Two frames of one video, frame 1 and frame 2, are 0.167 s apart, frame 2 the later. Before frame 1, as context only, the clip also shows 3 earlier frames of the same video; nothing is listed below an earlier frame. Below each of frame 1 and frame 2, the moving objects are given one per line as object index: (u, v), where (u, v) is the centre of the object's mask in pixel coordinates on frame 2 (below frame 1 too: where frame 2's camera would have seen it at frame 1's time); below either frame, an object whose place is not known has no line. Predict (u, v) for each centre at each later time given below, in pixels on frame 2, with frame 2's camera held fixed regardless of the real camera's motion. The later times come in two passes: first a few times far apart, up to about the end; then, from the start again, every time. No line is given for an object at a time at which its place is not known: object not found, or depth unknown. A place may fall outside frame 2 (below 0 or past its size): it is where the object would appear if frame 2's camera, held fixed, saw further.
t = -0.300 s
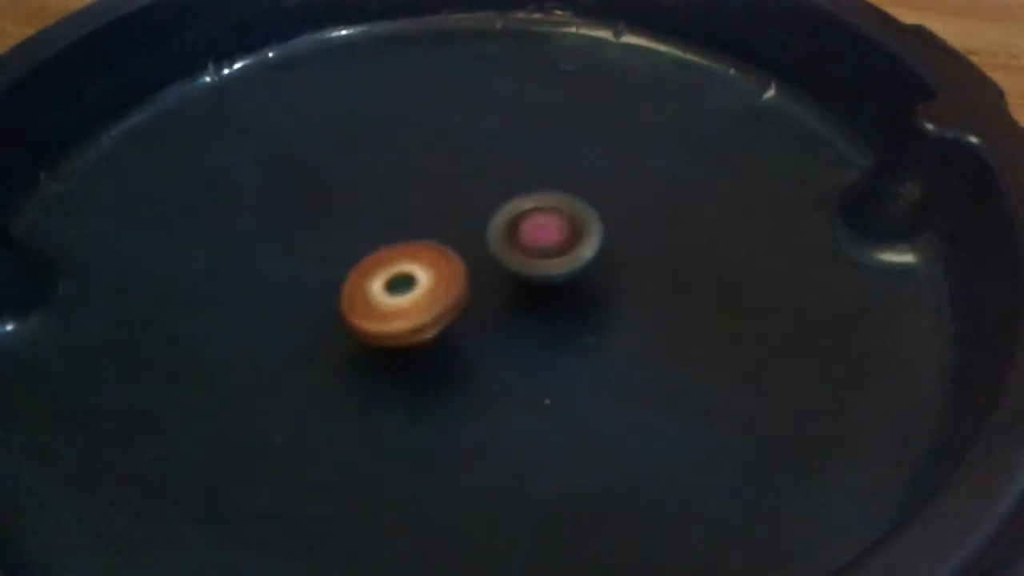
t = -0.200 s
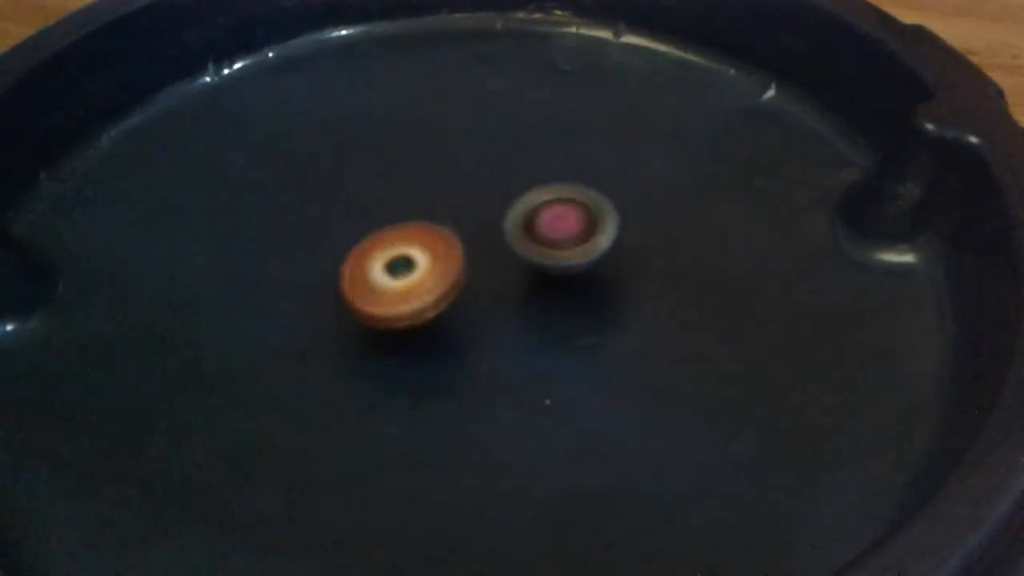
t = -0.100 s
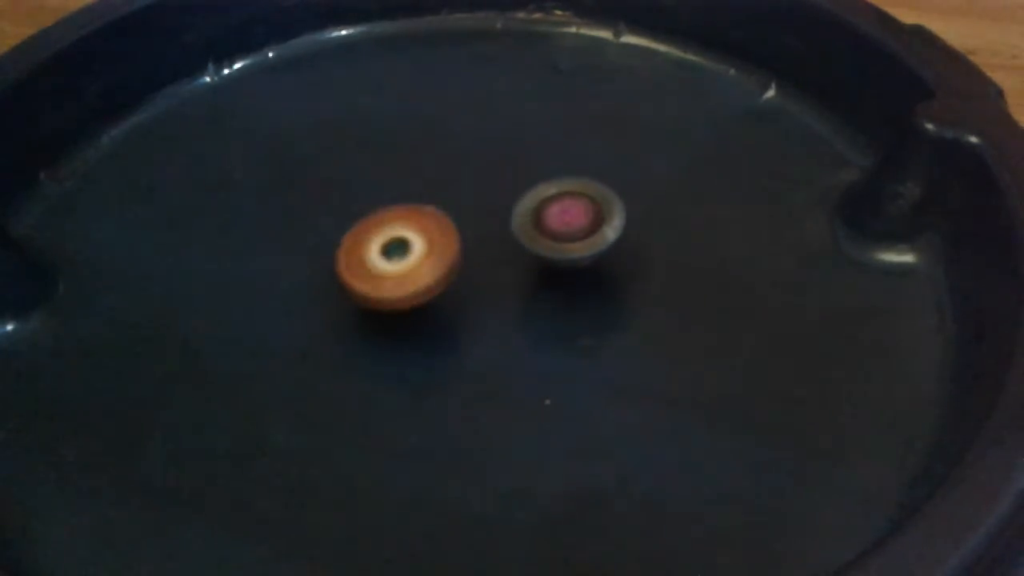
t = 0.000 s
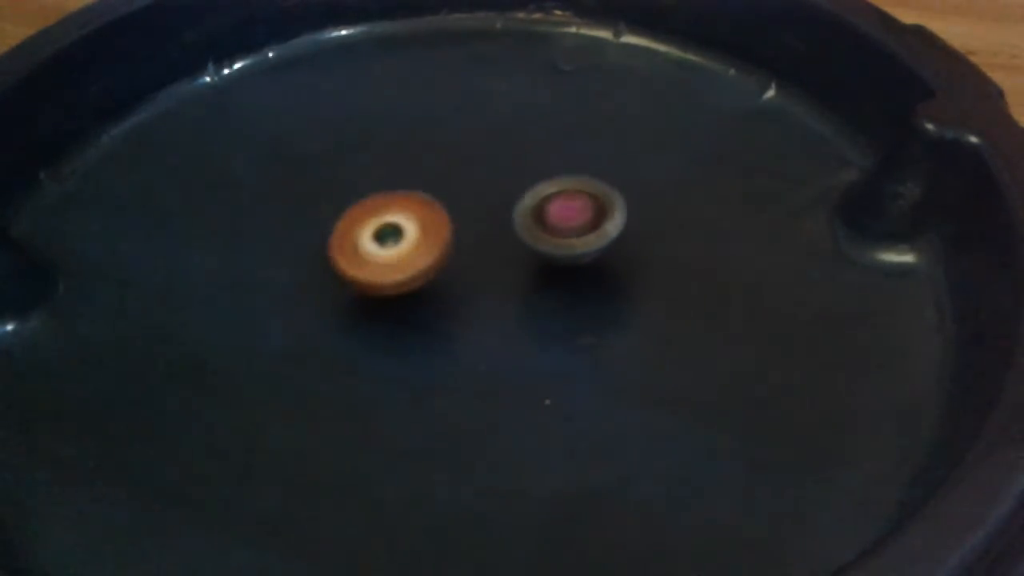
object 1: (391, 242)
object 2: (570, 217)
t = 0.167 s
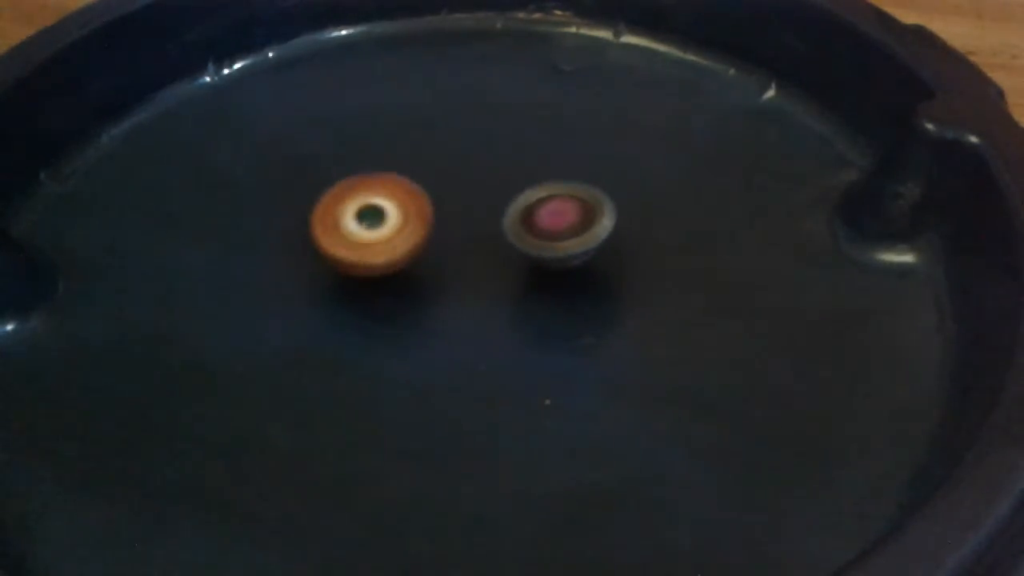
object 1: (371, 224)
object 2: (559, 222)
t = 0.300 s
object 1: (362, 218)
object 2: (540, 233)
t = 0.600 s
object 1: (365, 224)
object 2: (463, 279)
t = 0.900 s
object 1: (397, 230)
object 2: (429, 329)
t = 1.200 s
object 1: (451, 225)
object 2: (433, 334)
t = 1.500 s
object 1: (490, 207)
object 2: (456, 300)
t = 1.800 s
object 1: (499, 151)
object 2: (463, 321)
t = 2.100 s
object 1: (474, 148)
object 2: (472, 332)
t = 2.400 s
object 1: (471, 195)
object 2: (479, 310)
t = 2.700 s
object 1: (534, 210)
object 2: (472, 294)
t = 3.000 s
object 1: (587, 194)
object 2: (471, 277)
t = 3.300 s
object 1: (587, 190)
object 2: (474, 253)
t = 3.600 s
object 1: (581, 192)
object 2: (433, 275)
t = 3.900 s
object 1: (575, 224)
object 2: (417, 297)
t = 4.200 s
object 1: (586, 261)
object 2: (433, 290)
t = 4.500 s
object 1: (611, 282)
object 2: (465, 267)
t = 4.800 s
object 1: (609, 281)
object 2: (444, 250)
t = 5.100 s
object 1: (561, 293)
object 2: (447, 247)
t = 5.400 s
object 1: (573, 326)
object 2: (409, 238)
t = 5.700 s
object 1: (574, 328)
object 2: (410, 239)
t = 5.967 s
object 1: (535, 323)
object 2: (434, 255)
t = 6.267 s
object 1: (544, 368)
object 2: (425, 216)
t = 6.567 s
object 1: (557, 362)
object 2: (420, 197)
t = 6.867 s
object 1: (510, 342)
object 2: (445, 229)
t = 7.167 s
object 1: (431, 460)
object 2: (483, 215)
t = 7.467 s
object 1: (406, 512)
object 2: (508, 164)
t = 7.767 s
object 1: (447, 348)
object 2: (499, 199)
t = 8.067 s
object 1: (339, 281)
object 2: (524, 195)
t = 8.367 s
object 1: (358, 302)
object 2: (542, 212)
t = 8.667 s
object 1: (413, 283)
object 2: (540, 255)
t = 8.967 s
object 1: (389, 296)
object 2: (556, 293)
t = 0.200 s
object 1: (369, 222)
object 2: (556, 223)
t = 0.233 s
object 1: (366, 220)
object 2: (551, 226)
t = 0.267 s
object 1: (364, 219)
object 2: (546, 229)
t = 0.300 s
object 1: (362, 218)
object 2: (540, 233)
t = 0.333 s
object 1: (361, 218)
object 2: (533, 236)
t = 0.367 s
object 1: (360, 218)
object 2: (525, 241)
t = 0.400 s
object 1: (360, 219)
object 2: (516, 245)
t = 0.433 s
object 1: (360, 218)
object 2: (507, 250)
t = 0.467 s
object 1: (360, 219)
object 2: (499, 255)
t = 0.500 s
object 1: (361, 220)
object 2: (489, 261)
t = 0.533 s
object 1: (362, 221)
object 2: (480, 267)
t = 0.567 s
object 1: (363, 222)
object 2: (471, 273)
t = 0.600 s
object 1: (365, 224)
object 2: (463, 279)
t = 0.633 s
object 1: (367, 225)
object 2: (457, 286)
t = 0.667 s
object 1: (368, 226)
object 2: (452, 293)
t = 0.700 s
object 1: (370, 227)
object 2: (447, 300)
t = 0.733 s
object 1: (374, 228)
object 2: (442, 305)
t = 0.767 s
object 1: (378, 228)
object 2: (439, 311)
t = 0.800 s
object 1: (382, 229)
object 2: (435, 316)
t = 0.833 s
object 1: (387, 230)
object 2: (433, 321)
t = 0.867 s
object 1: (392, 231)
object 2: (430, 325)
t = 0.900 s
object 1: (397, 230)
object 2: (429, 329)
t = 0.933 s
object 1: (403, 232)
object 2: (428, 331)
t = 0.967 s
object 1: (409, 232)
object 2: (428, 333)
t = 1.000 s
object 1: (415, 231)
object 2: (428, 335)
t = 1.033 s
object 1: (421, 230)
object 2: (429, 336)
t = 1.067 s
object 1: (427, 230)
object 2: (429, 336)
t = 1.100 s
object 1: (433, 230)
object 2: (430, 336)
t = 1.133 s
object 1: (439, 229)
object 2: (431, 336)
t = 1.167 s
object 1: (445, 227)
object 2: (431, 335)
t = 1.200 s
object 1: (451, 225)
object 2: (433, 334)
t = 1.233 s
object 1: (457, 224)
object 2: (434, 332)
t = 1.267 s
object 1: (461, 222)
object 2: (436, 330)
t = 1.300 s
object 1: (466, 220)
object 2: (437, 328)
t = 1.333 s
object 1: (472, 218)
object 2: (439, 325)
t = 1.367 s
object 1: (476, 216)
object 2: (441, 322)
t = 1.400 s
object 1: (480, 214)
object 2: (444, 317)
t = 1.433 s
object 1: (483, 211)
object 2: (448, 311)
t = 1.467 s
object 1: (487, 208)
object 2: (451, 306)
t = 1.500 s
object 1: (490, 207)
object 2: (456, 300)
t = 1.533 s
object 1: (492, 204)
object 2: (460, 294)
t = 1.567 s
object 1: (495, 200)
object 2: (464, 288)
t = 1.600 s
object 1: (496, 197)
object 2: (466, 285)
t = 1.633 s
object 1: (498, 185)
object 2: (462, 294)
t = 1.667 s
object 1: (500, 171)
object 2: (461, 300)
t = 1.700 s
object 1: (501, 163)
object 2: (460, 306)
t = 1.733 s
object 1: (500, 159)
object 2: (461, 313)
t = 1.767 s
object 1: (500, 155)
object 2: (462, 318)
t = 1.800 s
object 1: (499, 151)
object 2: (463, 321)
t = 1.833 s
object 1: (497, 148)
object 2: (464, 324)
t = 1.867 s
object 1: (495, 146)
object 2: (465, 327)
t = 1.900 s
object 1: (493, 144)
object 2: (466, 329)
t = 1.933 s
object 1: (490, 143)
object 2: (467, 330)
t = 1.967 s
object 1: (486, 142)
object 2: (469, 331)
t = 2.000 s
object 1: (484, 142)
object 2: (470, 332)
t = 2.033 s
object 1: (481, 143)
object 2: (471, 332)
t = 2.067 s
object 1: (477, 145)
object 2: (471, 332)
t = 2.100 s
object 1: (474, 148)
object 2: (472, 332)
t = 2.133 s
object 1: (472, 151)
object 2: (473, 331)
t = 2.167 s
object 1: (469, 155)
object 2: (473, 329)
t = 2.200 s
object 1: (467, 160)
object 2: (474, 328)
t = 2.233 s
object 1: (466, 165)
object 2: (474, 326)
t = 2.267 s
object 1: (466, 171)
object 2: (474, 323)
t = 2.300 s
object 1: (466, 177)
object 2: (475, 320)
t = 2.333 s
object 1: (467, 182)
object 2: (475, 317)
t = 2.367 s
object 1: (469, 189)
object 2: (476, 314)
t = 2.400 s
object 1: (471, 195)
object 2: (479, 310)
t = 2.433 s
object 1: (473, 202)
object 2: (480, 306)
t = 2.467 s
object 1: (479, 208)
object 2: (481, 301)
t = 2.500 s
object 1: (484, 212)
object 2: (482, 295)
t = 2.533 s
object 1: (492, 208)
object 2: (477, 296)
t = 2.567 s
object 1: (501, 206)
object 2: (476, 295)
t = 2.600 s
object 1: (511, 207)
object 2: (476, 296)
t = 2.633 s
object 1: (518, 210)
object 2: (473, 295)
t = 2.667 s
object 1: (526, 210)
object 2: (473, 295)
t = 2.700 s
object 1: (534, 210)
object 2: (472, 294)
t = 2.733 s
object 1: (542, 210)
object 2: (472, 292)
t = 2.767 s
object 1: (549, 209)
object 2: (471, 292)
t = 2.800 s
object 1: (556, 207)
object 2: (471, 290)
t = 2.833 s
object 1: (563, 206)
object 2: (471, 288)
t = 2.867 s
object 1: (569, 205)
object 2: (470, 287)
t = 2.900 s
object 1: (575, 202)
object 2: (470, 285)
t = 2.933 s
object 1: (580, 199)
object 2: (471, 282)
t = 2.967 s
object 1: (583, 197)
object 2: (471, 279)
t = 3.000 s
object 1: (587, 194)
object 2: (471, 277)
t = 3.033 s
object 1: (590, 192)
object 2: (472, 275)
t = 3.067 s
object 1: (591, 191)
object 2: (473, 271)
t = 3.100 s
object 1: (592, 188)
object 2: (473, 267)
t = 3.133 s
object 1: (593, 187)
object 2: (473, 264)
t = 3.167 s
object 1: (592, 188)
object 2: (474, 262)
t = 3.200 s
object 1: (592, 187)
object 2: (474, 259)
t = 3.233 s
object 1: (591, 187)
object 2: (474, 257)
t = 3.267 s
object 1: (589, 188)
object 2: (474, 256)
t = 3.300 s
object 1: (587, 190)
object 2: (474, 253)
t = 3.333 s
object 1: (584, 191)
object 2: (475, 252)
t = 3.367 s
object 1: (581, 194)
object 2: (475, 251)
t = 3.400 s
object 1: (578, 196)
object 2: (476, 249)
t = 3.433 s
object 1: (581, 193)
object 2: (466, 252)
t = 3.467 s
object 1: (584, 189)
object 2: (456, 258)
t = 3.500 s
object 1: (581, 188)
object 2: (448, 263)
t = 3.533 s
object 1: (579, 190)
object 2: (442, 268)
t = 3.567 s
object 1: (581, 192)
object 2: (437, 272)
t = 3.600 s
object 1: (581, 192)
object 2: (433, 275)
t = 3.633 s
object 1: (579, 194)
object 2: (429, 280)
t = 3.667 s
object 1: (579, 196)
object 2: (425, 283)
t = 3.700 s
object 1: (578, 201)
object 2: (420, 289)
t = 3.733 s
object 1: (577, 205)
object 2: (419, 292)
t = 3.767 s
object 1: (577, 208)
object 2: (418, 294)
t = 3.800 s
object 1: (577, 212)
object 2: (417, 296)
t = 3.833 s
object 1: (575, 216)
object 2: (417, 296)
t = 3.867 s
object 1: (576, 220)
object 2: (417, 297)
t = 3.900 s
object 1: (575, 224)
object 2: (417, 297)
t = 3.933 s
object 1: (576, 228)
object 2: (418, 297)
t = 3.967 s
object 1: (577, 232)
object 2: (418, 298)
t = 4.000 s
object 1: (577, 237)
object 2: (419, 297)
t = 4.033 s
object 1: (578, 241)
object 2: (421, 296)
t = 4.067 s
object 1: (579, 245)
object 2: (423, 296)
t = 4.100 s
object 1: (580, 250)
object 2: (424, 294)
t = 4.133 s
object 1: (583, 254)
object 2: (428, 293)
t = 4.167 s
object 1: (585, 257)
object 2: (430, 291)
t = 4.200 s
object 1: (586, 261)
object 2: (433, 290)
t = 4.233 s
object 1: (588, 264)
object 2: (437, 288)
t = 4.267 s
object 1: (590, 268)
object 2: (441, 286)
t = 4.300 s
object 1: (592, 270)
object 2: (445, 284)
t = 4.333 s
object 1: (595, 273)
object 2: (450, 282)
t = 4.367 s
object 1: (596, 276)
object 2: (455, 279)
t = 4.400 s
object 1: (598, 278)
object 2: (460, 277)
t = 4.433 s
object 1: (601, 280)
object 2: (467, 273)
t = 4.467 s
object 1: (604, 282)
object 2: (470, 270)
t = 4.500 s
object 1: (611, 282)
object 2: (465, 267)
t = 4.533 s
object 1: (611, 282)
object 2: (462, 266)
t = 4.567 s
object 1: (613, 282)
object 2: (459, 263)
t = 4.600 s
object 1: (615, 282)
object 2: (456, 260)
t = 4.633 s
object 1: (615, 282)
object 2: (454, 259)
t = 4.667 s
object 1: (614, 282)
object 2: (452, 257)
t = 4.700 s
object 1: (614, 281)
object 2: (449, 255)
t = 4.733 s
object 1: (614, 281)
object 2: (447, 253)
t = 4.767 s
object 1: (612, 282)
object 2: (446, 252)
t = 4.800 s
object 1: (609, 281)
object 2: (444, 250)
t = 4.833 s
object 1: (606, 281)
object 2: (444, 250)
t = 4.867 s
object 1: (600, 283)
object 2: (444, 249)
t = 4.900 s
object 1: (596, 283)
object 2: (443, 248)
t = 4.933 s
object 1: (590, 284)
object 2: (443, 248)
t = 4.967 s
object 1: (585, 284)
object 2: (444, 247)
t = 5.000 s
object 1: (580, 286)
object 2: (444, 247)
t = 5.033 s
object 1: (572, 288)
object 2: (445, 247)
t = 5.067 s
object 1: (567, 290)
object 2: (446, 247)
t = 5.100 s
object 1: (561, 293)
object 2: (447, 247)
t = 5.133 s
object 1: (559, 297)
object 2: (449, 248)
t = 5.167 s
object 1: (567, 303)
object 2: (440, 244)
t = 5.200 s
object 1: (570, 308)
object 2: (432, 242)
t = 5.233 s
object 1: (572, 311)
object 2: (426, 241)
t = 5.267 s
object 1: (570, 314)
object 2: (422, 239)
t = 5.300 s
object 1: (570, 317)
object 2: (418, 239)
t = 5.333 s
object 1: (571, 321)
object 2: (414, 238)
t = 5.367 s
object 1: (572, 324)
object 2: (411, 238)
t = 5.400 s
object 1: (573, 326)
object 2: (409, 238)
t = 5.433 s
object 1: (575, 328)
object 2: (408, 237)
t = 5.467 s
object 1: (577, 329)
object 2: (407, 238)
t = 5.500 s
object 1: (578, 330)
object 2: (406, 237)
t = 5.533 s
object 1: (579, 330)
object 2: (405, 237)
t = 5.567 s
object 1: (578, 330)
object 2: (405, 237)
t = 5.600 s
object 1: (578, 330)
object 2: (406, 237)
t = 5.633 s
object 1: (577, 330)
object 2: (407, 238)
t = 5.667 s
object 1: (576, 329)
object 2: (408, 239)
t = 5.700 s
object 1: (574, 328)
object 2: (410, 239)
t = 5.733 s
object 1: (571, 326)
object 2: (412, 240)
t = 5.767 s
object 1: (566, 326)
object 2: (415, 242)
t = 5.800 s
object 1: (562, 325)
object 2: (416, 243)
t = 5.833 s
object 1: (558, 325)
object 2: (420, 245)
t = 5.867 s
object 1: (551, 324)
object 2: (423, 247)
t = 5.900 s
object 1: (546, 323)
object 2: (426, 250)
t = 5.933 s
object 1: (539, 324)
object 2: (430, 252)
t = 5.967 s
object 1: (535, 323)
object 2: (434, 255)
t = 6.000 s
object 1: (529, 323)
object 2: (439, 258)
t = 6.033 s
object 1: (527, 326)
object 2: (441, 258)
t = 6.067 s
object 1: (528, 333)
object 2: (442, 257)
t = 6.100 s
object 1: (536, 345)
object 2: (440, 249)
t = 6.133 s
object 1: (543, 354)
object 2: (435, 242)
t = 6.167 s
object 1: (543, 359)
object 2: (433, 235)
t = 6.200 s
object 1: (544, 363)
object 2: (429, 229)
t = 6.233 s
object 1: (543, 366)
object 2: (429, 222)
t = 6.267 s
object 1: (544, 368)
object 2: (425, 216)
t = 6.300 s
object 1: (546, 371)
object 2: (425, 212)
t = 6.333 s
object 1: (549, 372)
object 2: (423, 207)
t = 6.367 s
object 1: (551, 374)
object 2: (422, 203)
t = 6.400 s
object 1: (554, 373)
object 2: (422, 199)
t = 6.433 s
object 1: (556, 372)
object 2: (421, 198)
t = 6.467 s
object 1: (557, 371)
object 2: (421, 197)
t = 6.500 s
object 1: (558, 369)
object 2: (420, 197)
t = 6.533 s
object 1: (558, 366)
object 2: (420, 197)
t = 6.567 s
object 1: (557, 362)
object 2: (420, 197)
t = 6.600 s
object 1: (555, 359)
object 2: (422, 198)
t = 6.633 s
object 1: (552, 357)
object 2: (422, 199)
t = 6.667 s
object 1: (548, 354)
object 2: (425, 202)
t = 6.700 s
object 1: (544, 352)
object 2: (427, 204)
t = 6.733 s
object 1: (538, 349)
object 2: (429, 208)
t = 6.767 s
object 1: (533, 346)
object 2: (435, 212)
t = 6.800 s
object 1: (525, 344)
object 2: (436, 216)
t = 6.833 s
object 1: (519, 343)
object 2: (442, 222)
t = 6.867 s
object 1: (510, 342)
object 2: (445, 229)
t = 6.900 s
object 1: (503, 341)
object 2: (451, 235)
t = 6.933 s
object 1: (494, 342)
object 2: (454, 240)
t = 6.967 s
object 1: (487, 341)
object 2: (458, 246)
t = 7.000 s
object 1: (478, 343)
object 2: (463, 250)
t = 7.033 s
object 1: (476, 358)
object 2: (468, 253)
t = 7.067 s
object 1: (471, 386)
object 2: (476, 243)
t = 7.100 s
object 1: (461, 411)
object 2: (478, 233)
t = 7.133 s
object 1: (446, 437)
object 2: (480, 222)
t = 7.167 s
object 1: (431, 460)
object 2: (483, 215)
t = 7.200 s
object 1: (416, 483)
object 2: (482, 207)
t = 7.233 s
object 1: (404, 498)
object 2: (487, 199)
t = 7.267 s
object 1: (397, 510)
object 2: (489, 192)
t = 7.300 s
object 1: (394, 516)
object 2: (494, 186)
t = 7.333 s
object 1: (397, 524)
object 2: (500, 176)
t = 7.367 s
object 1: (397, 524)
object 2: (500, 171)
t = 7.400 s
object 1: (400, 523)
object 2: (505, 168)
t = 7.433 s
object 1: (402, 519)
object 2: (506, 166)
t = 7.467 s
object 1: (406, 512)
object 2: (508, 164)
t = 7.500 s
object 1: (413, 507)
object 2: (511, 165)
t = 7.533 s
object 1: (419, 496)
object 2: (509, 168)
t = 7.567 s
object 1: (428, 478)
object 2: (508, 169)
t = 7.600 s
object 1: (434, 462)
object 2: (509, 171)
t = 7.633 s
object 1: (440, 439)
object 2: (508, 176)
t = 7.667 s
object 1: (444, 418)
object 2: (506, 180)
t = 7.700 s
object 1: (449, 394)
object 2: (505, 186)
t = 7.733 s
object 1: (450, 370)
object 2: (500, 193)
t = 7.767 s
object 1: (447, 348)
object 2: (499, 199)
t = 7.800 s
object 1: (445, 324)
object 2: (494, 206)
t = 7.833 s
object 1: (440, 304)
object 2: (493, 212)
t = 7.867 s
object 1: (427, 290)
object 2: (495, 213)
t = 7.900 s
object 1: (407, 287)
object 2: (504, 210)
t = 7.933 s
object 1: (390, 288)
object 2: (507, 208)
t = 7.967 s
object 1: (374, 283)
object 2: (508, 204)
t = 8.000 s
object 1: (358, 283)
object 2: (517, 200)
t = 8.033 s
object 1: (348, 282)
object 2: (518, 199)
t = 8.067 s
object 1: (339, 281)
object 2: (524, 195)
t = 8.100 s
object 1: (335, 285)
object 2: (529, 196)
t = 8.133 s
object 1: (334, 289)
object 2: (529, 194)
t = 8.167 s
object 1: (332, 290)
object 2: (535, 196)
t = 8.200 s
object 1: (331, 293)
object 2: (537, 197)
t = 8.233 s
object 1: (334, 296)
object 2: (541, 198)
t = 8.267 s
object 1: (336, 298)
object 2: (541, 202)
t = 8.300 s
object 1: (342, 302)
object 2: (542, 203)
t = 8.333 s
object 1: (349, 304)
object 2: (543, 208)
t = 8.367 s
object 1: (358, 302)
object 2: (542, 212)
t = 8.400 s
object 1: (372, 302)
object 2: (542, 217)
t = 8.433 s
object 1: (385, 303)
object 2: (539, 221)
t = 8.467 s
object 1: (398, 297)
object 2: (539, 226)
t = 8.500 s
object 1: (416, 294)
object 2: (535, 232)
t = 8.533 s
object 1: (427, 288)
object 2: (532, 236)
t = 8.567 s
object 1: (427, 282)
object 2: (535, 242)
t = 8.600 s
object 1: (420, 284)
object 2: (538, 246)
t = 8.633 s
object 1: (414, 285)
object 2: (539, 251)
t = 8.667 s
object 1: (413, 283)
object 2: (540, 255)
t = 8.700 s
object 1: (412, 281)
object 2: (542, 259)
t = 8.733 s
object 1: (403, 282)
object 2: (555, 264)
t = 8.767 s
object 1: (397, 284)
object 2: (557, 271)
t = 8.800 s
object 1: (395, 285)
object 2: (557, 273)
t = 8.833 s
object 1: (388, 285)
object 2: (561, 275)
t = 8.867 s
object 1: (387, 289)
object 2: (564, 277)
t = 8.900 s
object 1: (388, 292)
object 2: (564, 284)
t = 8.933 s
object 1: (387, 292)
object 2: (561, 290)
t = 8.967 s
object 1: (389, 296)
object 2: (556, 293)
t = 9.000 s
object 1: (392, 299)
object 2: (554, 295)
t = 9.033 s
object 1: (395, 300)
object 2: (550, 299)
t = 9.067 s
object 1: (401, 300)
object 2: (542, 300)
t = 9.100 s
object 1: (396, 302)
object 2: (542, 301)
